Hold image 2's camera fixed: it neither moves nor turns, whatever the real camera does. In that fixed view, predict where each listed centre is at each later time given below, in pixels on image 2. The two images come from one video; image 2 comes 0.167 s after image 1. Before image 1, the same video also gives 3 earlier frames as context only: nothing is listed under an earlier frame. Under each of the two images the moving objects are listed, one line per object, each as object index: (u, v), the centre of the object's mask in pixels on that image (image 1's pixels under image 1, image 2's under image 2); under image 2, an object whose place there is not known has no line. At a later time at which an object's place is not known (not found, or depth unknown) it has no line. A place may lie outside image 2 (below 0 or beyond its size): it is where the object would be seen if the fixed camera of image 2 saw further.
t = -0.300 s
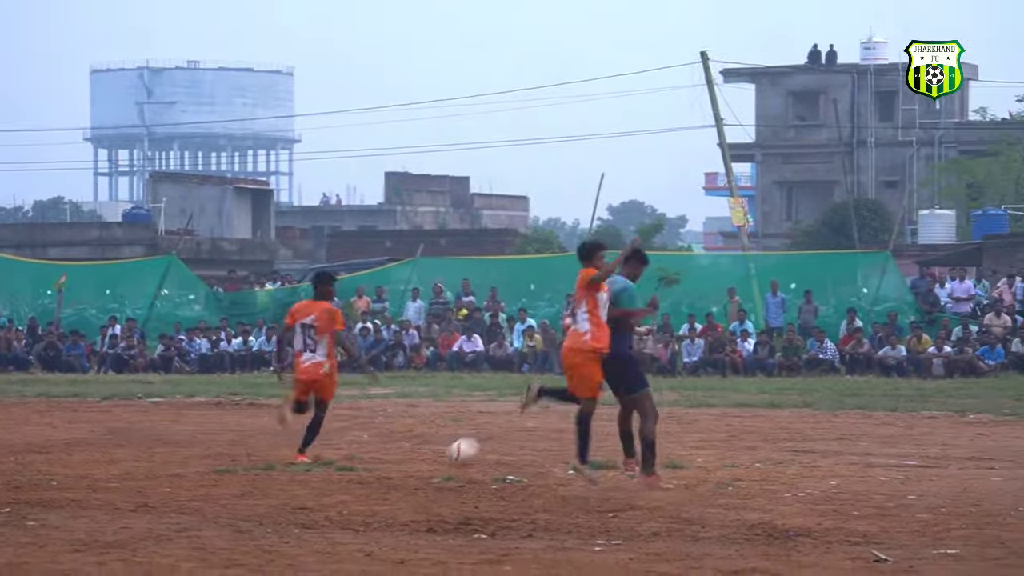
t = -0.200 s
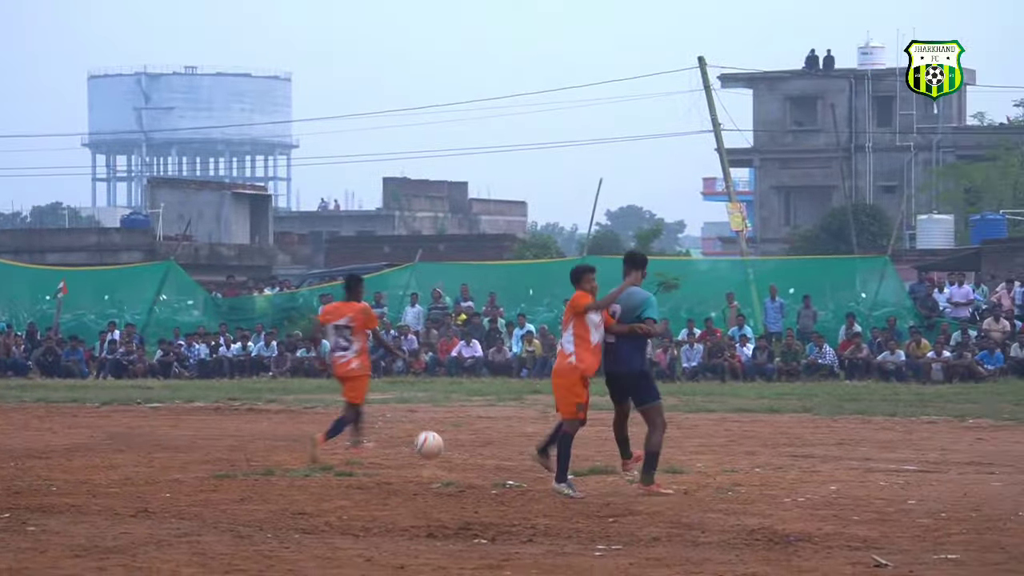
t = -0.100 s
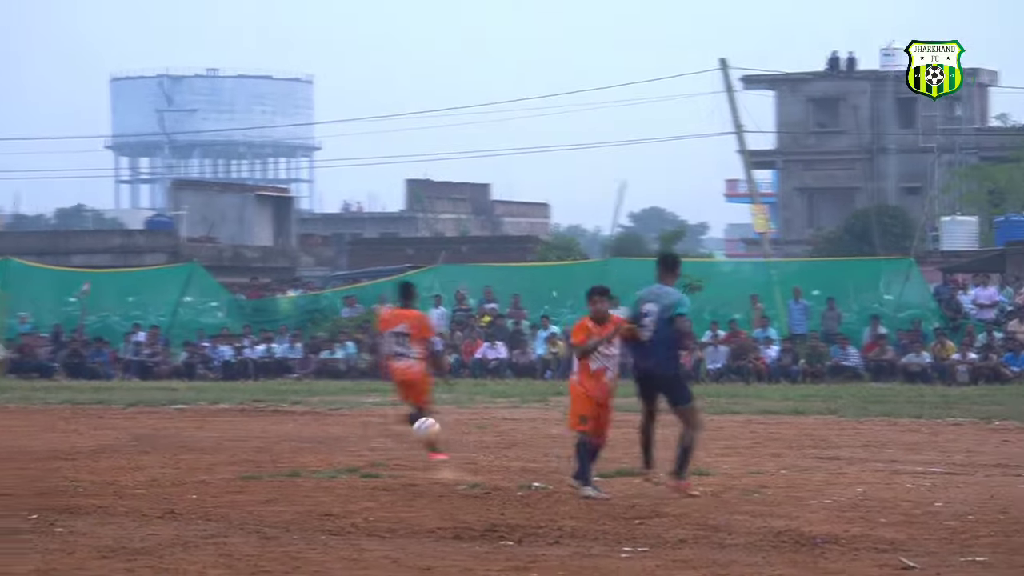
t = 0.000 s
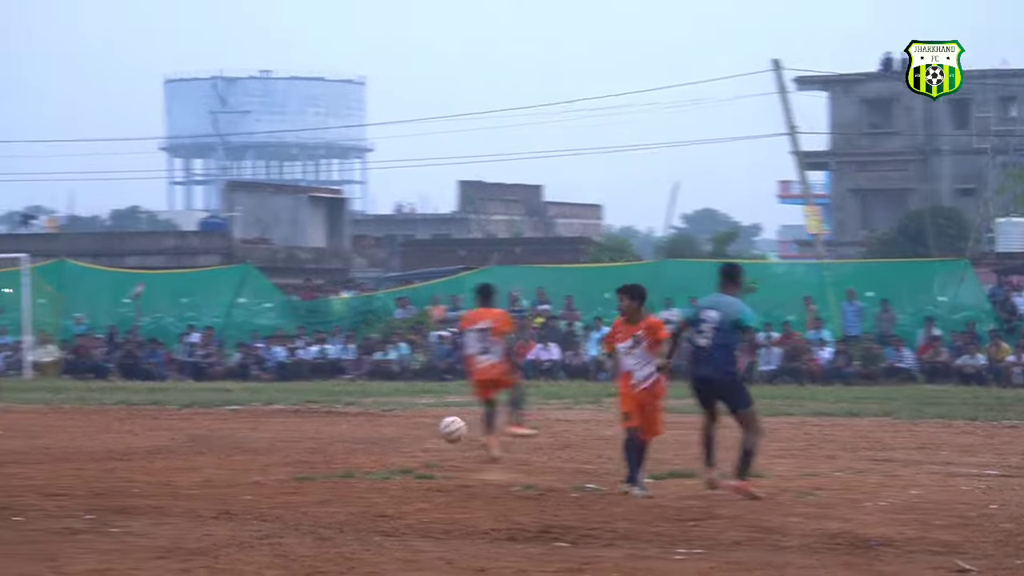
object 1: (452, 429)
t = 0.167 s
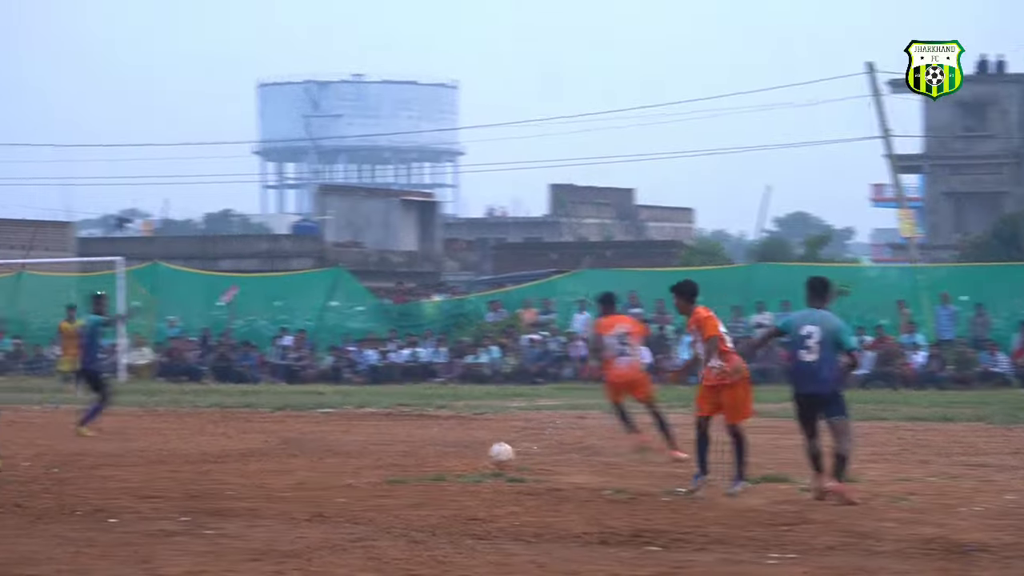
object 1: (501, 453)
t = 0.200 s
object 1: (496, 451)
